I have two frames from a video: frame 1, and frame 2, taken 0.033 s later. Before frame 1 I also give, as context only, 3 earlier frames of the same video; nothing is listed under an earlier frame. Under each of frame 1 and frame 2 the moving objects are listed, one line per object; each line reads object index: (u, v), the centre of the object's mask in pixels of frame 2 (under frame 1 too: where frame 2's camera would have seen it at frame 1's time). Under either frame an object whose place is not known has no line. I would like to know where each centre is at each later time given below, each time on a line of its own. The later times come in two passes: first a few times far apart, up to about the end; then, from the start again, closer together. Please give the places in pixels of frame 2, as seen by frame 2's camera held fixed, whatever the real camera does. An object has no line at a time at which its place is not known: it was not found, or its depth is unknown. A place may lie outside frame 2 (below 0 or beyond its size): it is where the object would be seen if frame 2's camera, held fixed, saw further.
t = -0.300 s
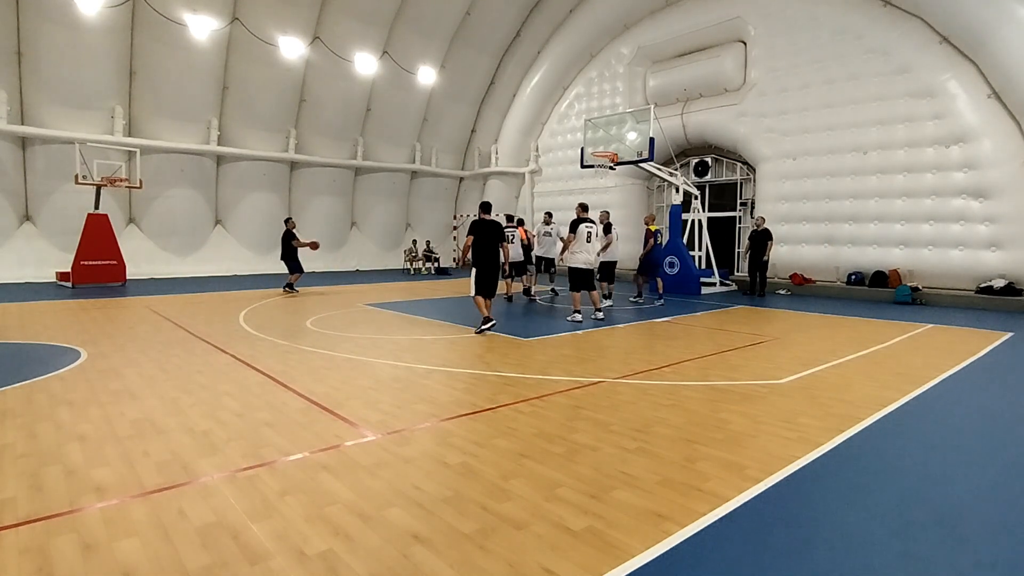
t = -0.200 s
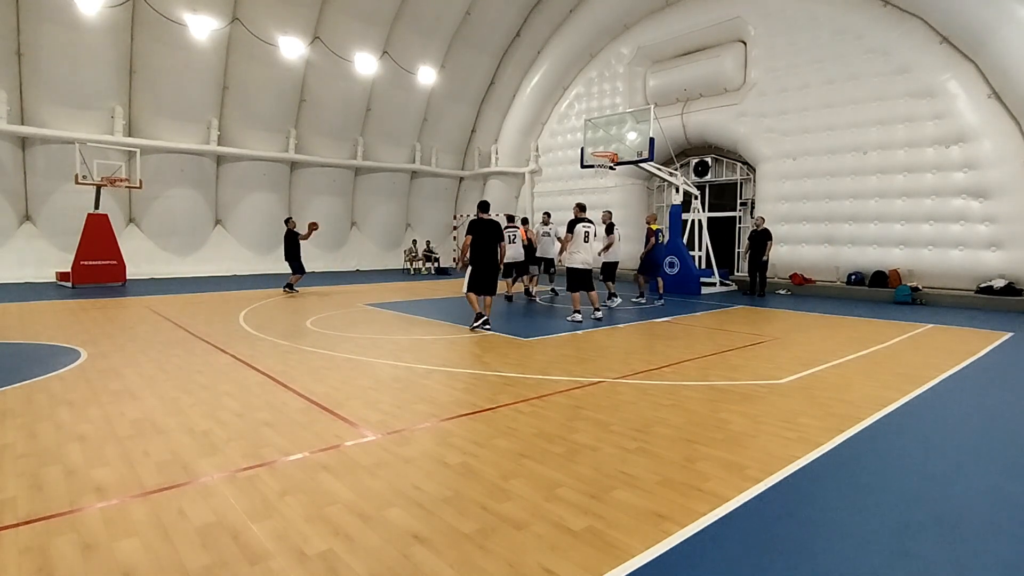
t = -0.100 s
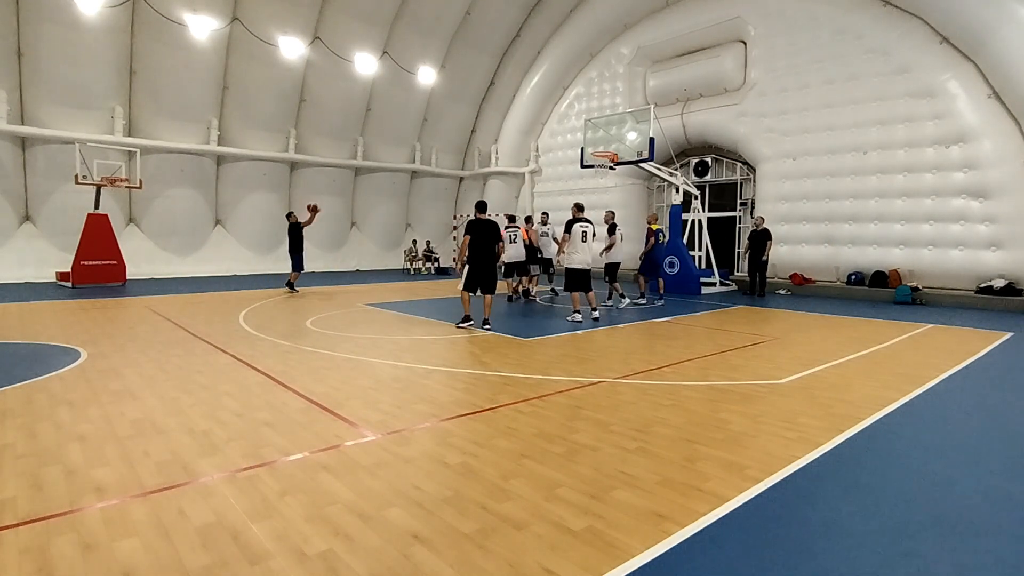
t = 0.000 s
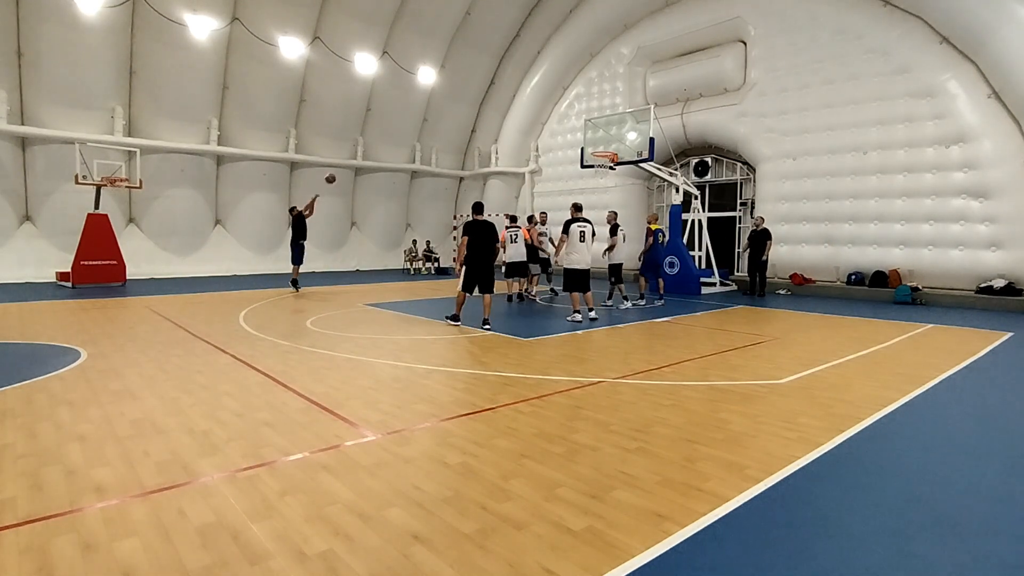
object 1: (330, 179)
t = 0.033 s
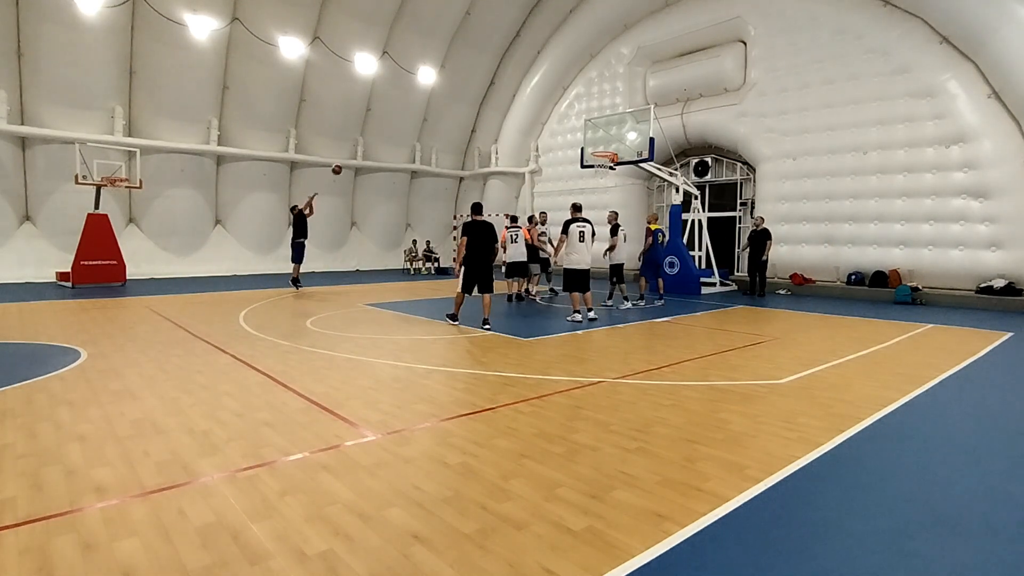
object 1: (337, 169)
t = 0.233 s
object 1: (378, 123)
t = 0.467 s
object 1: (426, 90)
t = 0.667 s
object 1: (469, 80)
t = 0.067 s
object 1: (343, 162)
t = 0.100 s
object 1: (351, 153)
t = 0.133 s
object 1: (357, 144)
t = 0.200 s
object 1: (370, 130)
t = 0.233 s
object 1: (378, 123)
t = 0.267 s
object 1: (384, 117)
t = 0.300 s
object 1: (391, 112)
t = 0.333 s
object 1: (398, 106)
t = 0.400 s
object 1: (412, 97)
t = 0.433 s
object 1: (419, 93)
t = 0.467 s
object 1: (426, 90)
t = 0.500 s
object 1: (433, 88)
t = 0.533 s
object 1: (440, 85)
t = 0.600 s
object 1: (455, 82)
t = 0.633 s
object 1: (462, 81)
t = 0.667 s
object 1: (469, 80)
